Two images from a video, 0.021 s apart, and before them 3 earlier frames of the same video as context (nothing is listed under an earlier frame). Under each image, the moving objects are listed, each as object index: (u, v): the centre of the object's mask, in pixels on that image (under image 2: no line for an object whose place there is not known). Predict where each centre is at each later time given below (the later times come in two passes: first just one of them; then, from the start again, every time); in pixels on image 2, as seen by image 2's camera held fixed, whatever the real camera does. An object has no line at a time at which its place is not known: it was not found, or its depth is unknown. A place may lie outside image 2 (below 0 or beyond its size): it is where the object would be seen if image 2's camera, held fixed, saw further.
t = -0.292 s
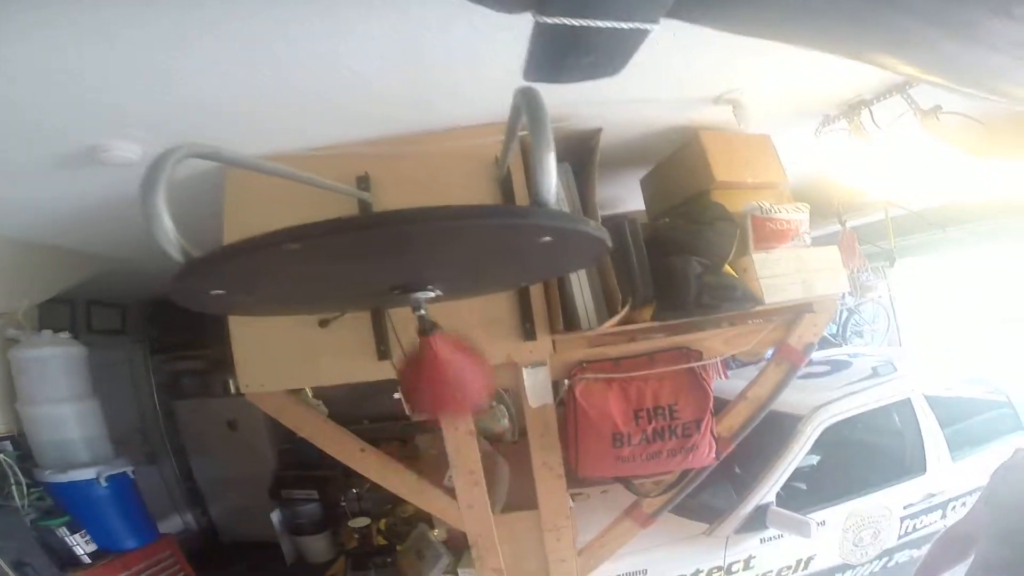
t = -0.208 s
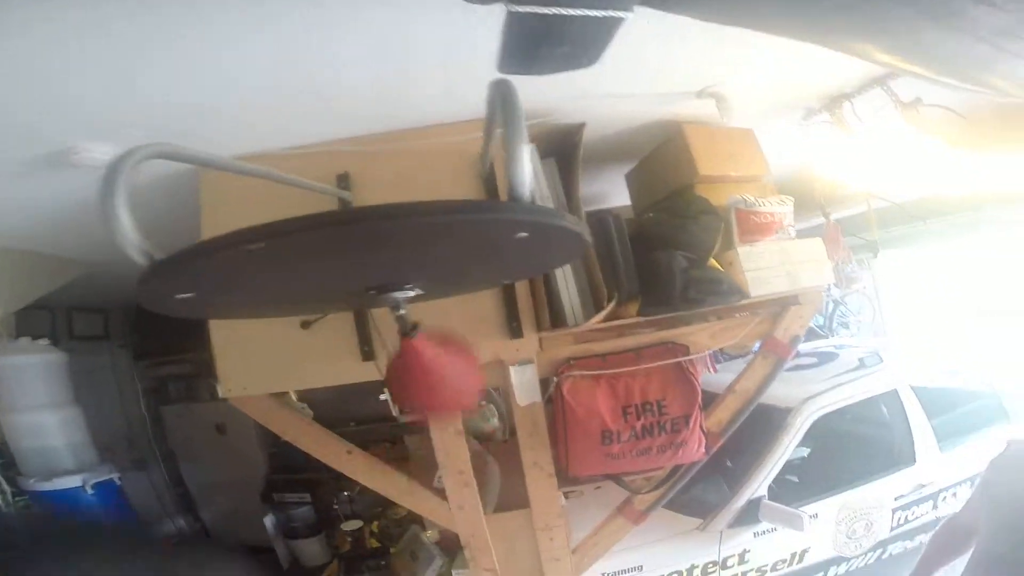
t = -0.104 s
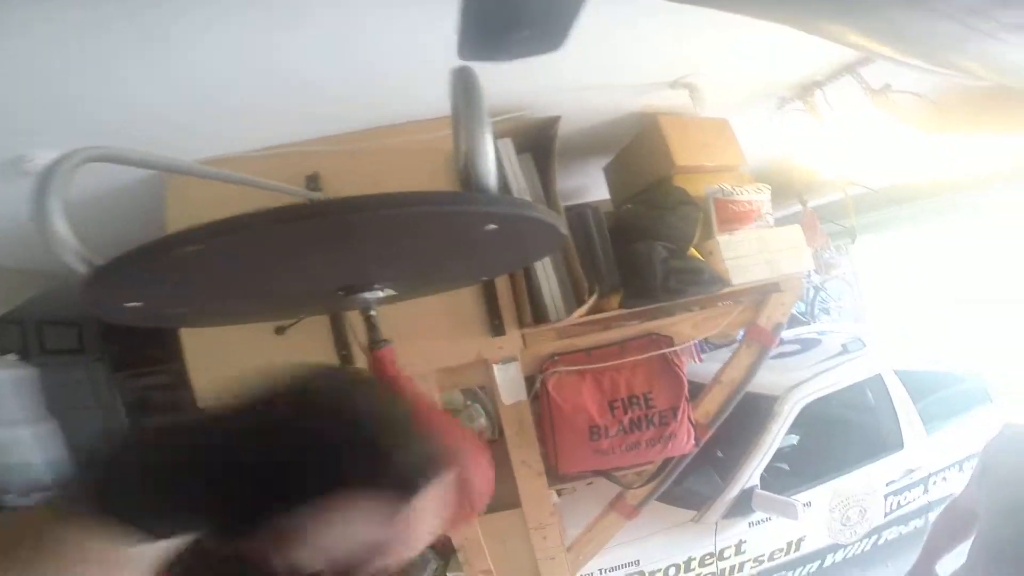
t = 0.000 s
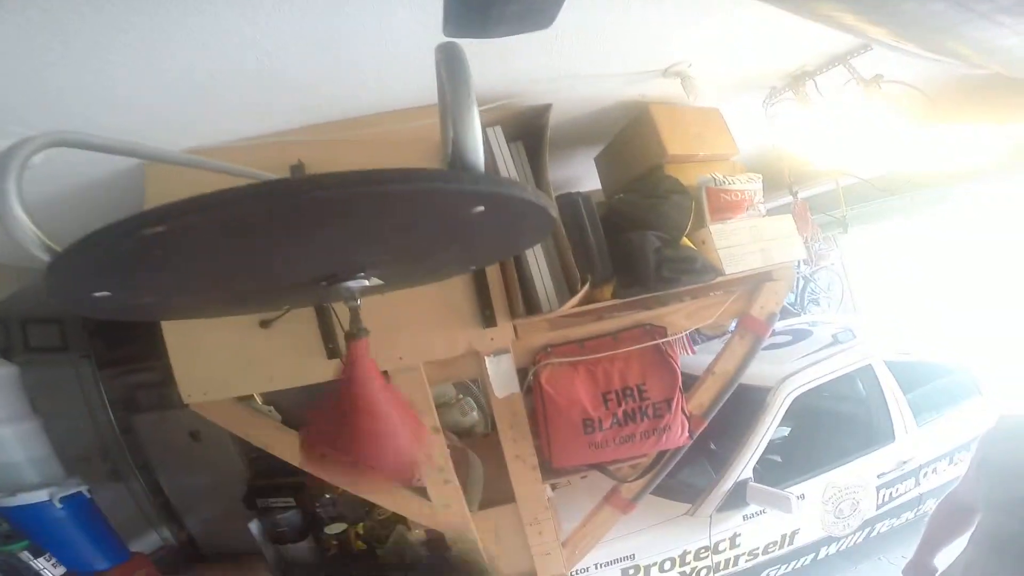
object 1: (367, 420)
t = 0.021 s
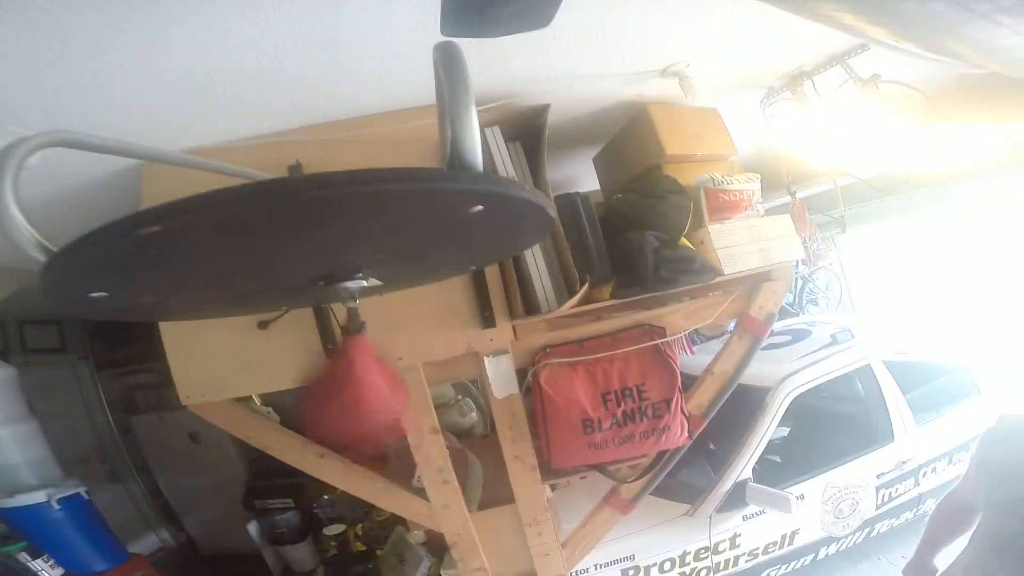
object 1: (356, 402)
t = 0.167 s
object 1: (435, 454)
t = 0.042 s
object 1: (349, 356)
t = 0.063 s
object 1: (355, 359)
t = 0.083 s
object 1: (374, 403)
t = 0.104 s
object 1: (390, 419)
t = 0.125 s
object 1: (410, 442)
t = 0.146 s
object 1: (421, 457)
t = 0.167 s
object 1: (435, 454)
